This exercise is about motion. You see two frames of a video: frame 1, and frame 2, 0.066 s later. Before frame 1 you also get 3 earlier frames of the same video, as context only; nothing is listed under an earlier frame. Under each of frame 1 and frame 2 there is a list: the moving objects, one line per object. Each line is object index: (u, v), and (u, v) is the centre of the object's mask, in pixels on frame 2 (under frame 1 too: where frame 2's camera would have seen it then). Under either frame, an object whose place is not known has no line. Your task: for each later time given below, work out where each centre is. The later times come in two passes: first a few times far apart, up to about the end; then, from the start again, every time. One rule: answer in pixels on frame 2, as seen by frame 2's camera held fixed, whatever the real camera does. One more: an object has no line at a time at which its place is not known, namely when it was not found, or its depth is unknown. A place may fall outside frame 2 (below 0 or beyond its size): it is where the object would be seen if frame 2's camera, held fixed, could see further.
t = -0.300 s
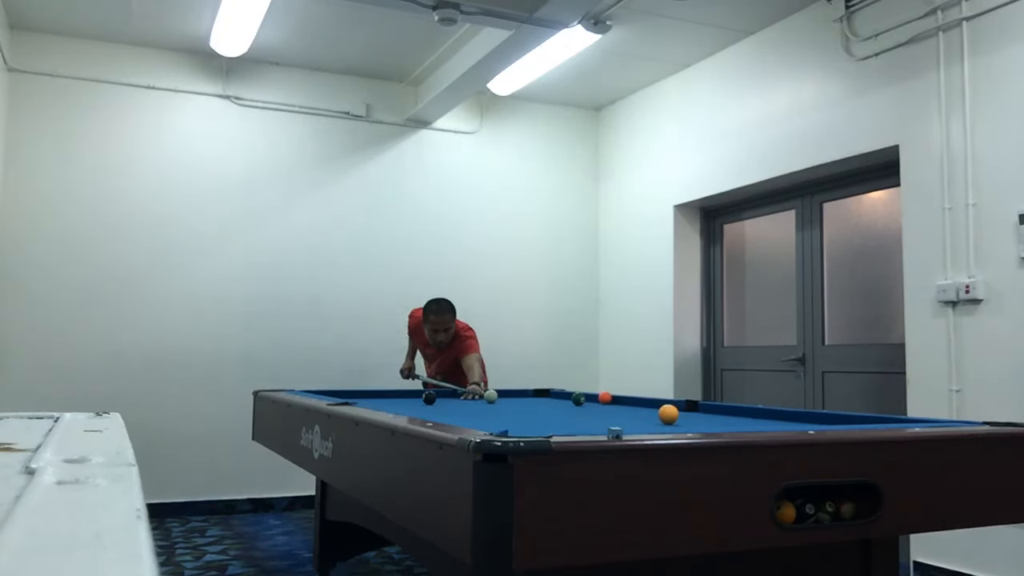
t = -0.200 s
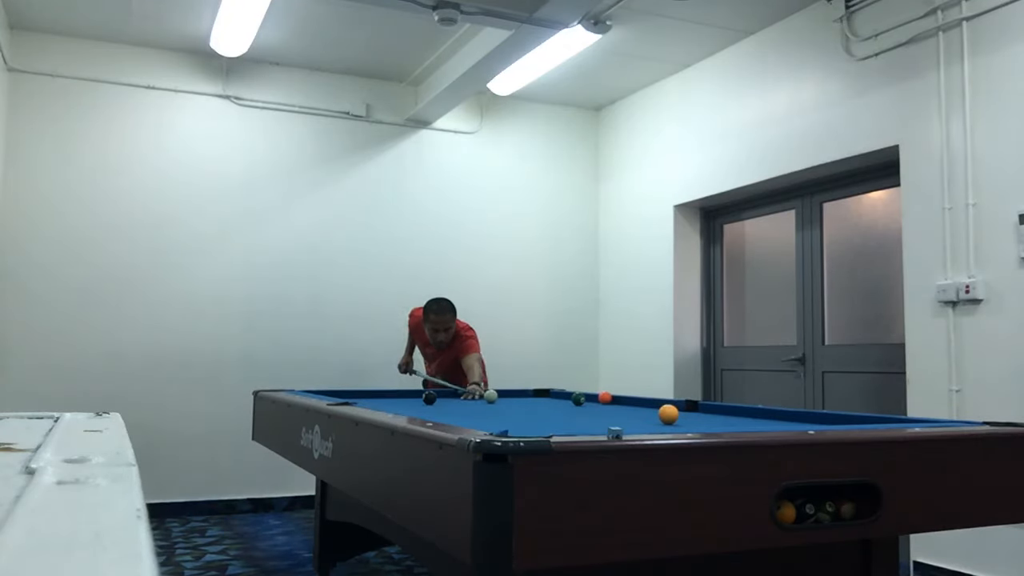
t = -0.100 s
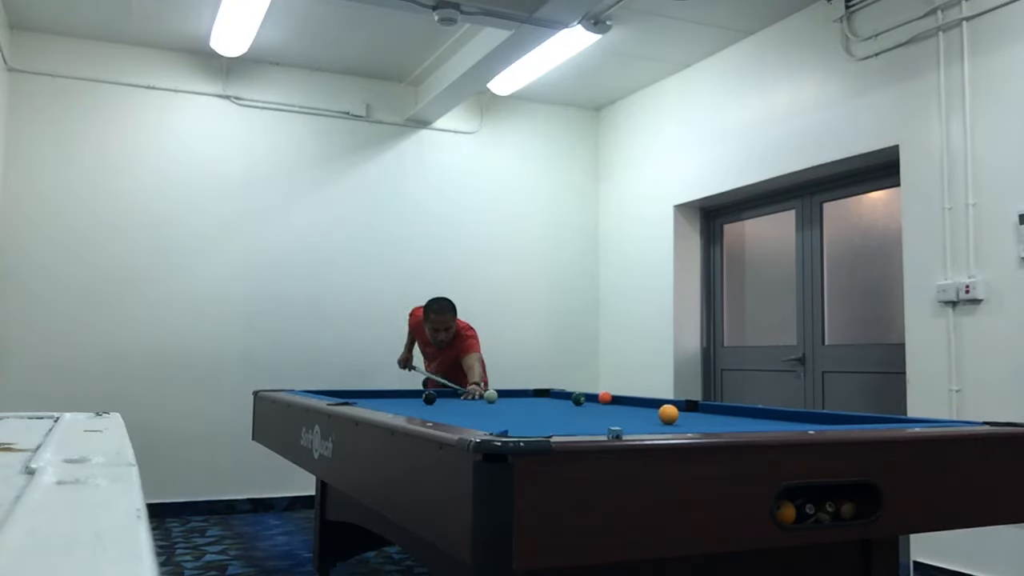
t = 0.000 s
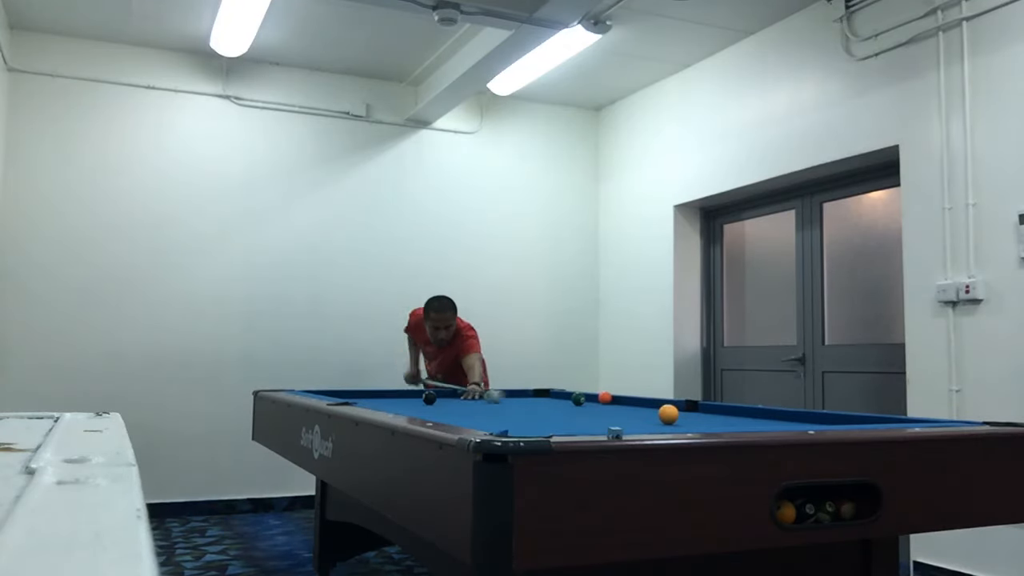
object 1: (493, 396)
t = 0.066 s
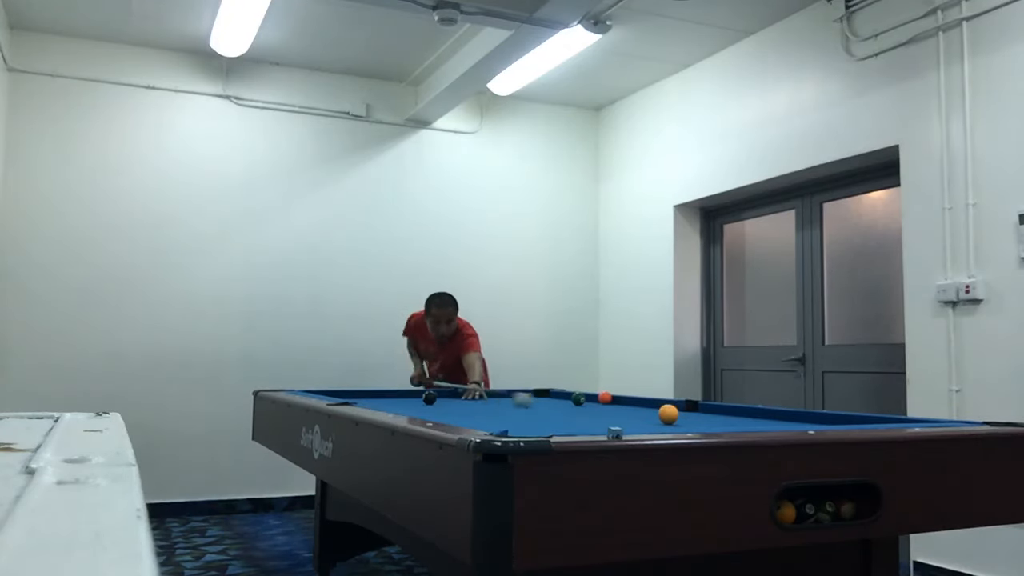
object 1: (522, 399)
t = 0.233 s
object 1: (613, 410)
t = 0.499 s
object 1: (743, 421)
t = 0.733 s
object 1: (608, 412)
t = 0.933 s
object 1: (541, 406)
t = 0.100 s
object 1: (538, 400)
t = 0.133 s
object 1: (555, 403)
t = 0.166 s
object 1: (574, 405)
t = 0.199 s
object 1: (592, 408)
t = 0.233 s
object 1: (613, 410)
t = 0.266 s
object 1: (634, 412)
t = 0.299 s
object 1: (652, 415)
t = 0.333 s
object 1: (688, 417)
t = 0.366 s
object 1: (712, 418)
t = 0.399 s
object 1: (742, 421)
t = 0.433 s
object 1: (773, 423)
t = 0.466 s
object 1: (770, 423)
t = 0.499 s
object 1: (743, 421)
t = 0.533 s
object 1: (718, 419)
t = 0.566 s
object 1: (695, 418)
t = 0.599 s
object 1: (675, 417)
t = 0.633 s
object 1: (653, 417)
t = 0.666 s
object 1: (638, 416)
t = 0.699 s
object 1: (622, 414)
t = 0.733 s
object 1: (608, 412)
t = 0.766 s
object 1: (594, 411)
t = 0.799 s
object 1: (582, 410)
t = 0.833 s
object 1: (572, 409)
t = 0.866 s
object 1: (560, 408)
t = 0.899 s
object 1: (550, 407)
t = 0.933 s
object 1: (541, 406)
